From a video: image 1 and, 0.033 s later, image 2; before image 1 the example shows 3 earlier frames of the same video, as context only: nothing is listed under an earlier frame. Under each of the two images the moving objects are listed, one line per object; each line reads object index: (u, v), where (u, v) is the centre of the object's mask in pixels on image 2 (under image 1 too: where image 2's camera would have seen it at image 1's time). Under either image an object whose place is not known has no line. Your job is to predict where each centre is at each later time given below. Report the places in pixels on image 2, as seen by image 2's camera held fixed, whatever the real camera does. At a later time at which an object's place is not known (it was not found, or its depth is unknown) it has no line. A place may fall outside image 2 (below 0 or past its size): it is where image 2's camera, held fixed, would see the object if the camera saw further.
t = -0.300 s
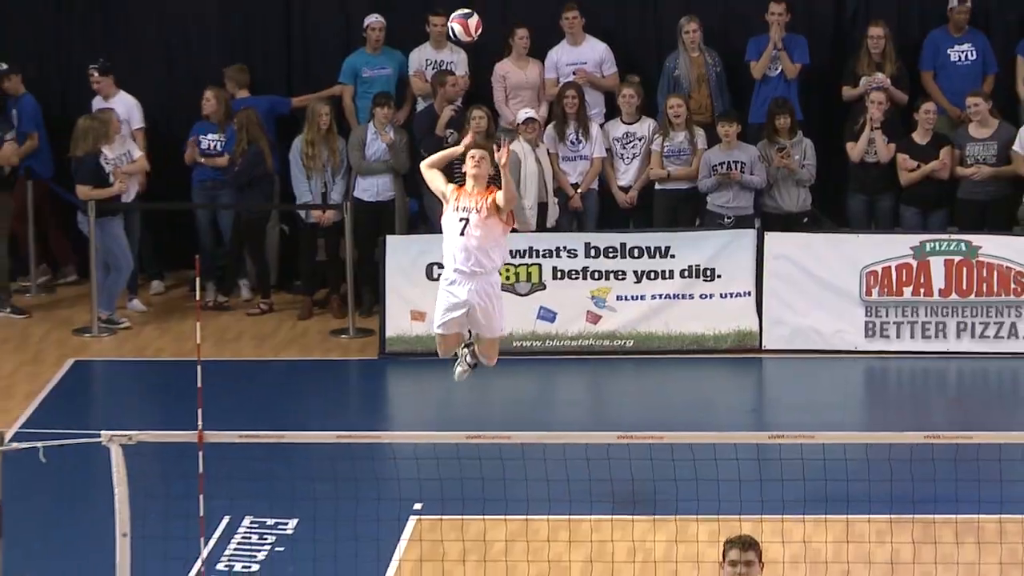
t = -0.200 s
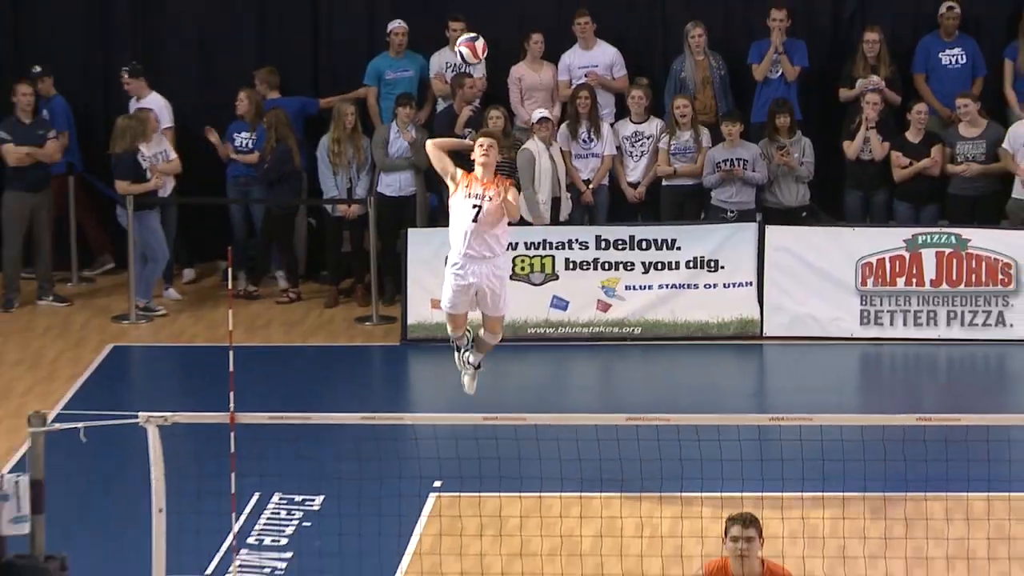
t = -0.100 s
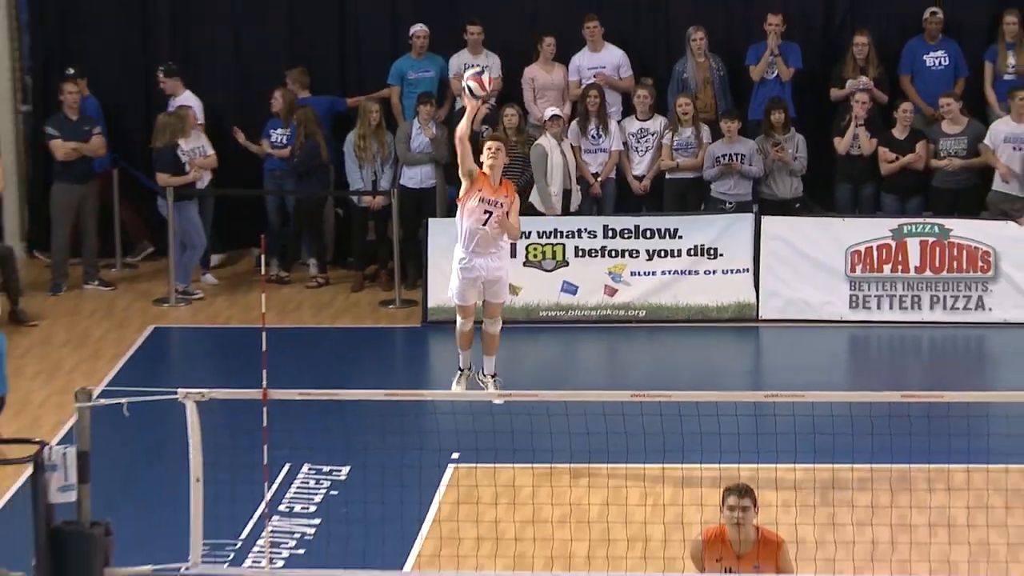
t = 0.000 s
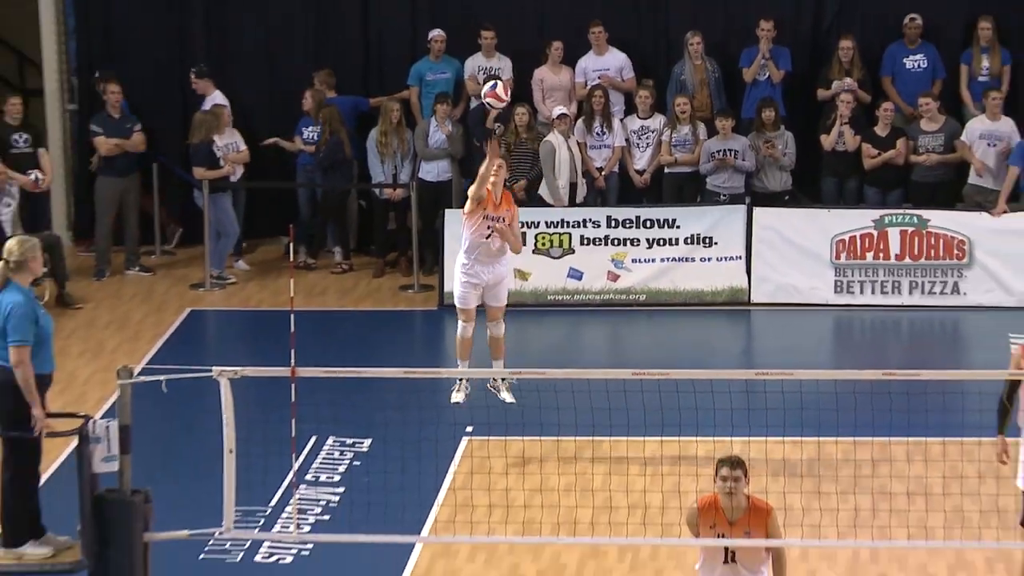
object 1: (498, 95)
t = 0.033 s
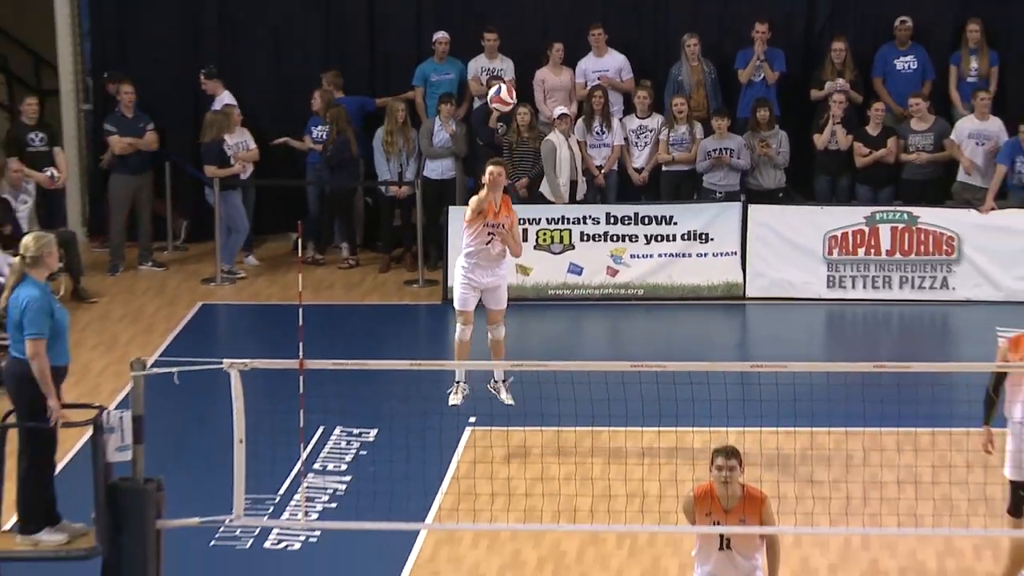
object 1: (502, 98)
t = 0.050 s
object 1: (503, 99)
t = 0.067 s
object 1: (505, 102)
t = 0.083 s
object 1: (507, 105)
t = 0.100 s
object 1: (508, 108)
